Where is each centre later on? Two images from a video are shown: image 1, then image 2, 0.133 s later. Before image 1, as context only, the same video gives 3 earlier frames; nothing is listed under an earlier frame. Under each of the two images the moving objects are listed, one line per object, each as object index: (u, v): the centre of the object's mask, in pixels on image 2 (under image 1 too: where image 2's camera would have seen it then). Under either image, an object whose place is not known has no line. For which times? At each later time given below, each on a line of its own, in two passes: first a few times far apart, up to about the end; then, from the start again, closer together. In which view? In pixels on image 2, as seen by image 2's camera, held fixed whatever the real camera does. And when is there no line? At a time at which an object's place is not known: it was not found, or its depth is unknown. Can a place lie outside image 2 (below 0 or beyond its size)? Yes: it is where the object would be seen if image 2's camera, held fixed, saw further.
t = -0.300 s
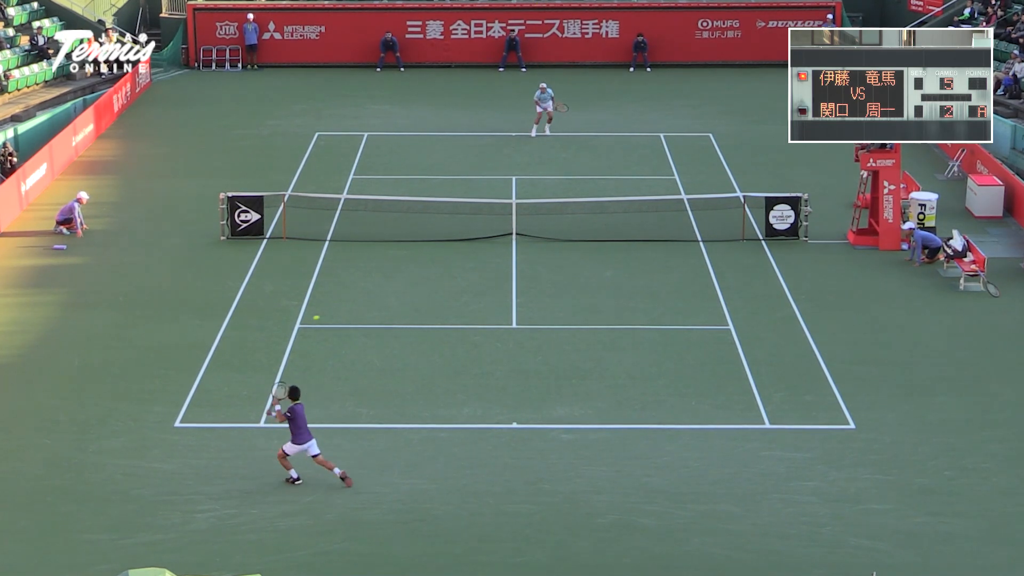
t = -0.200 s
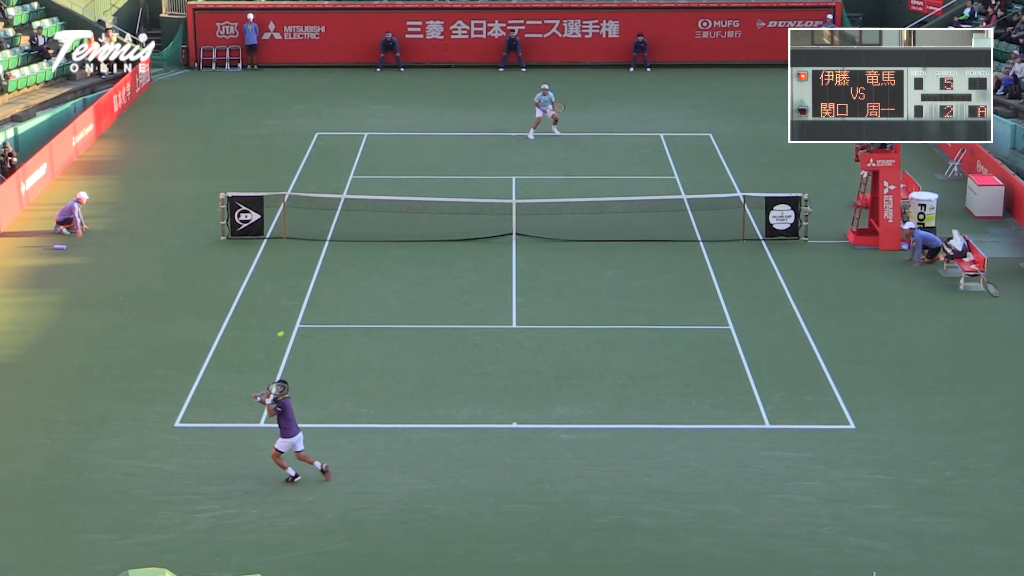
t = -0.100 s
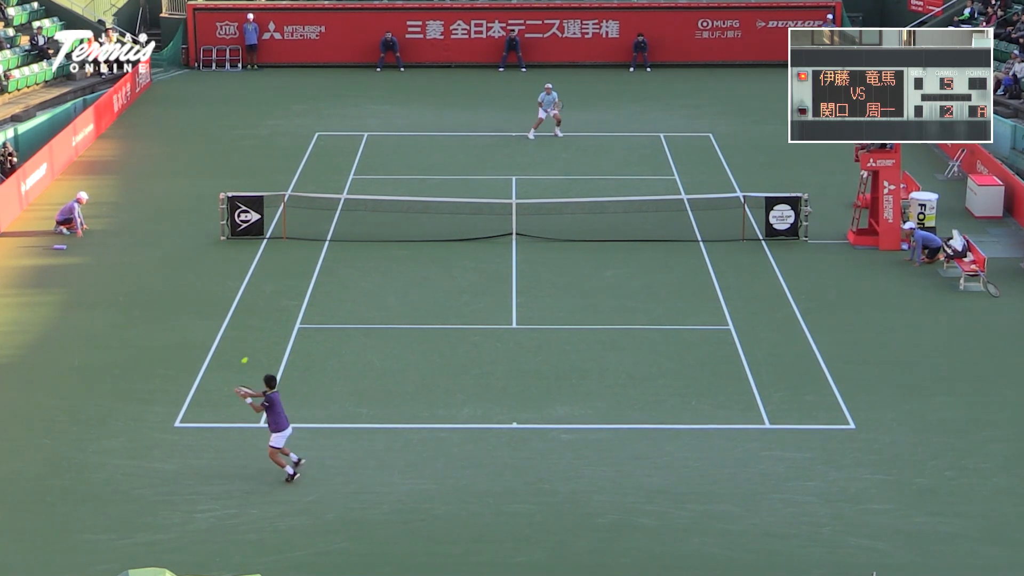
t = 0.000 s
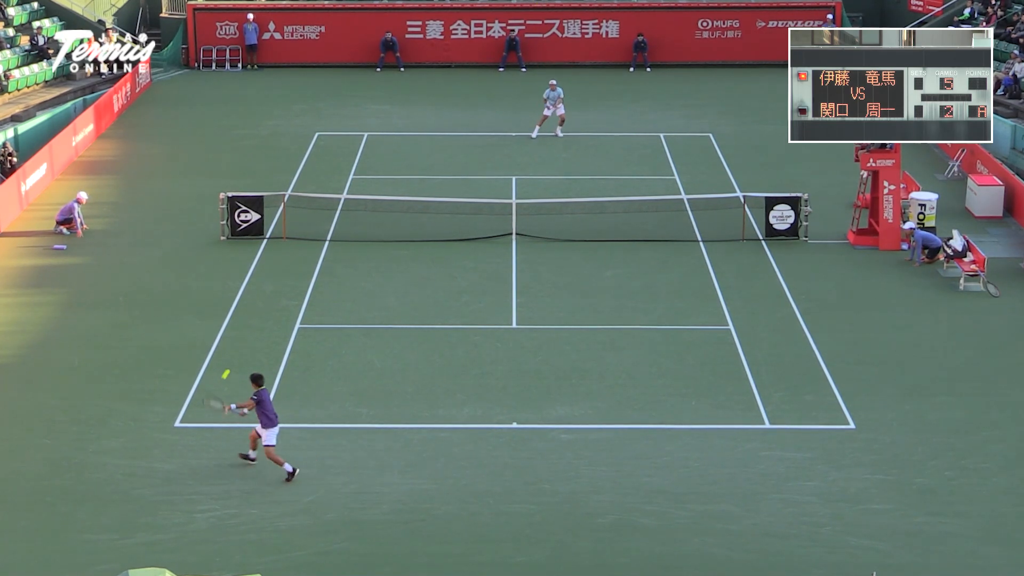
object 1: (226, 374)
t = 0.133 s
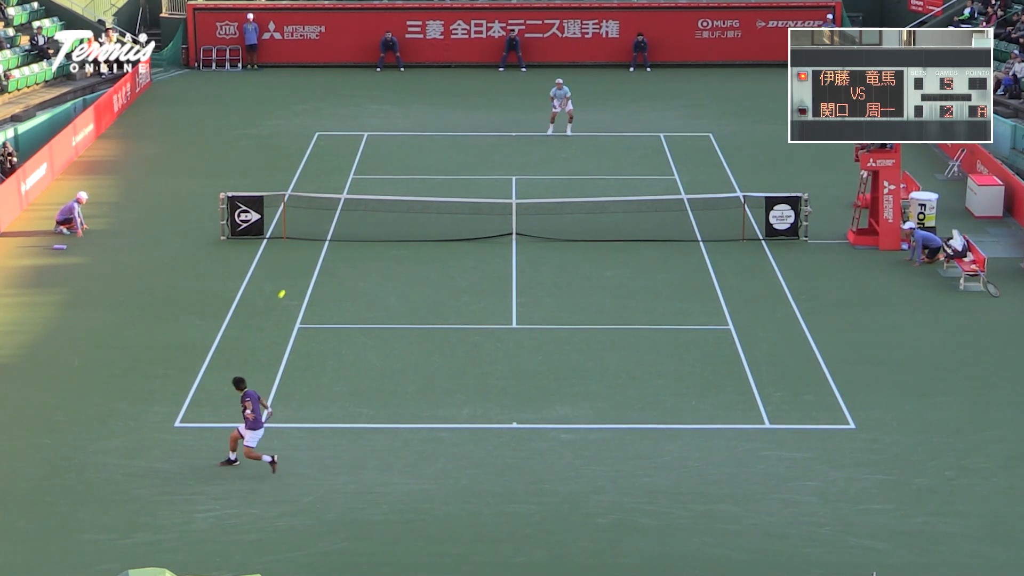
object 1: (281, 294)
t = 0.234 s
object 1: (316, 247)
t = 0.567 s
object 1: (402, 152)
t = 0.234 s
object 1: (316, 247)
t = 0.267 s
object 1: (326, 234)
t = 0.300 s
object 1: (337, 222)
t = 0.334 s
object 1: (346, 210)
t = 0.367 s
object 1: (355, 200)
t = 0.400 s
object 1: (364, 190)
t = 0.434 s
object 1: (372, 180)
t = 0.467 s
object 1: (380, 173)
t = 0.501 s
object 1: (388, 165)
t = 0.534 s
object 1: (395, 158)
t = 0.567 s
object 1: (402, 152)
